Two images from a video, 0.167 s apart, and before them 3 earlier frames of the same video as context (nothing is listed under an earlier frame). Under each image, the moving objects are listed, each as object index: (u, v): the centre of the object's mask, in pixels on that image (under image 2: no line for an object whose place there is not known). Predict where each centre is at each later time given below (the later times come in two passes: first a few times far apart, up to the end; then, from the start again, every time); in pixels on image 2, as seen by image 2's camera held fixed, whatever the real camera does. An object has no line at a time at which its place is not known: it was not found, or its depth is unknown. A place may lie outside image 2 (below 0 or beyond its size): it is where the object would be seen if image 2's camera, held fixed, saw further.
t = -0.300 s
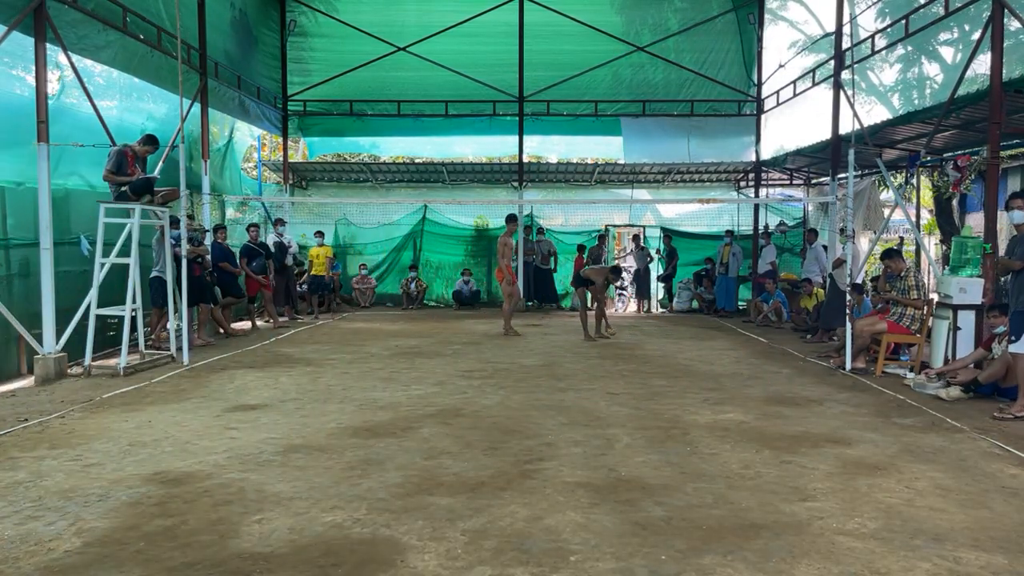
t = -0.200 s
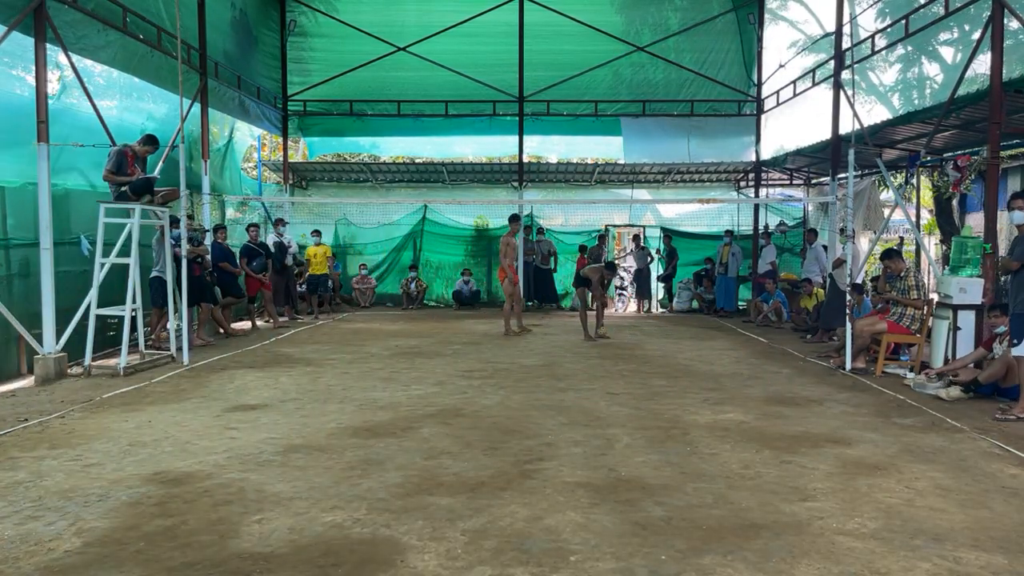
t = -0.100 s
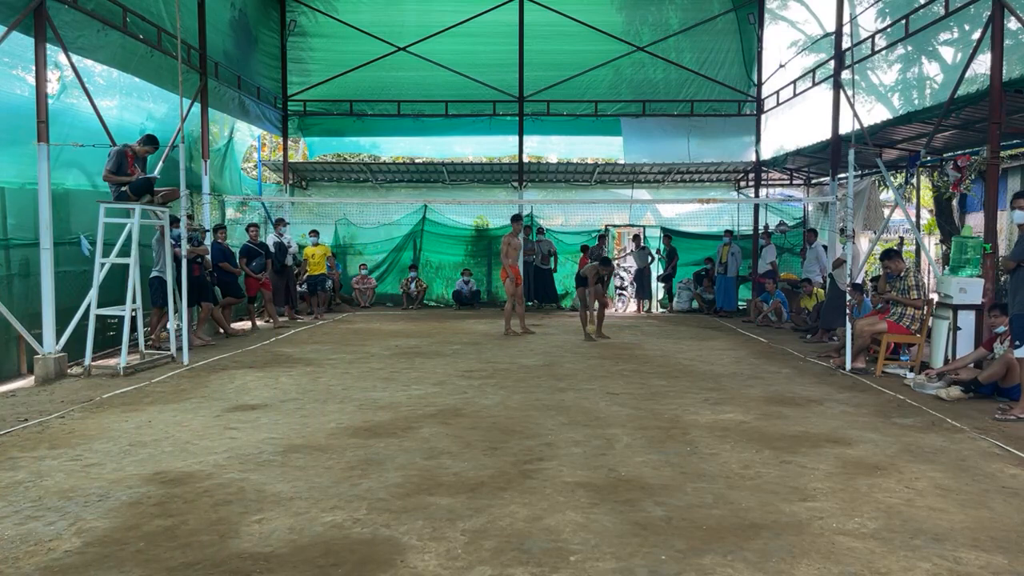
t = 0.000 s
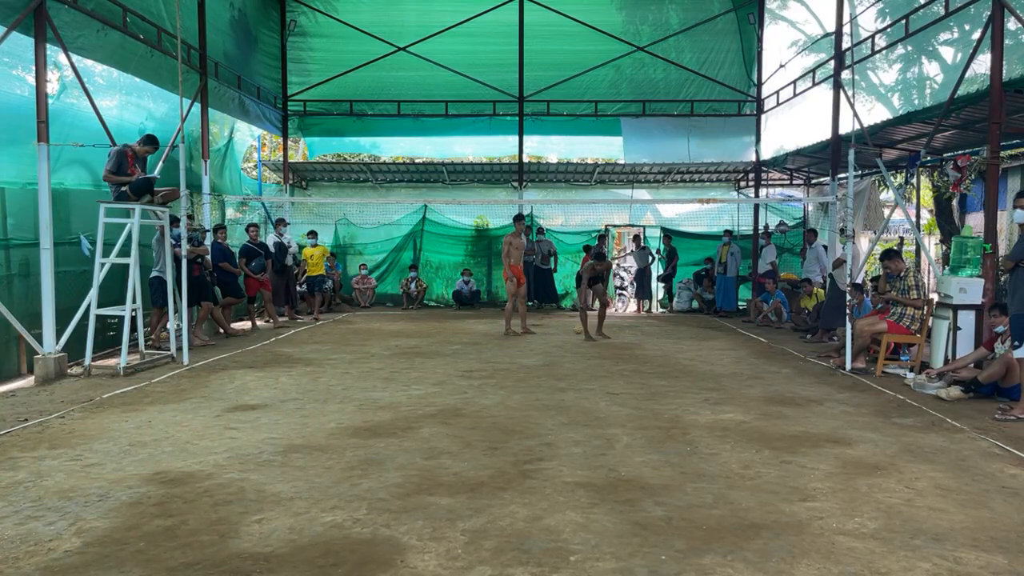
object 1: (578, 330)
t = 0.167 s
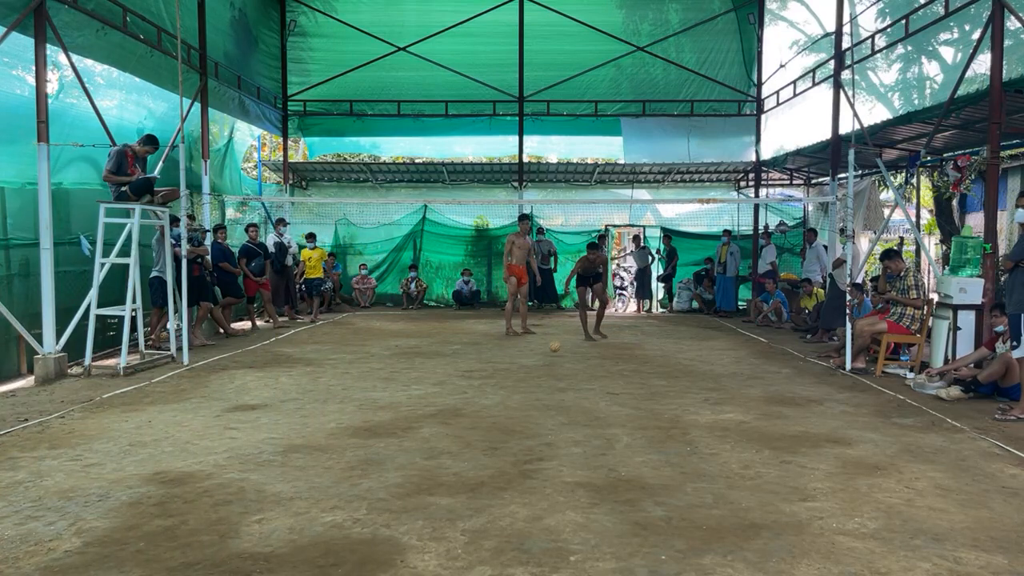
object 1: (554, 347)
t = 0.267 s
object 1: (540, 353)
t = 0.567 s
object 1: (501, 366)
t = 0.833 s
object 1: (459, 380)
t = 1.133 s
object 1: (404, 408)
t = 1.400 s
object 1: (340, 431)
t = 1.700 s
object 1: (246, 463)
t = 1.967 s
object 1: (142, 498)
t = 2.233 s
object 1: (9, 548)
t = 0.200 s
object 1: (549, 353)
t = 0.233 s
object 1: (544, 354)
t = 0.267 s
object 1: (540, 353)
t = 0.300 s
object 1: (536, 353)
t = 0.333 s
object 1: (532, 353)
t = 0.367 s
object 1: (528, 355)
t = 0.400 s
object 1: (524, 357)
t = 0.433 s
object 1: (519, 361)
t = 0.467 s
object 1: (515, 366)
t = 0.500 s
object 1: (511, 368)
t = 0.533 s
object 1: (506, 366)
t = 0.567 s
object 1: (501, 366)
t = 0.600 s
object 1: (496, 367)
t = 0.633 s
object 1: (491, 369)
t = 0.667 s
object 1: (485, 372)
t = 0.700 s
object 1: (480, 376)
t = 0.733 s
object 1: (474, 382)
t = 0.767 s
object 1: (469, 381)
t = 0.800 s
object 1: (464, 380)
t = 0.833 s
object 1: (459, 380)
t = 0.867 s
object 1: (454, 381)
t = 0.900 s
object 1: (448, 384)
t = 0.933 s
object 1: (442, 387)
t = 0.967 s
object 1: (436, 393)
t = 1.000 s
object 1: (430, 399)
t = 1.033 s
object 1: (423, 399)
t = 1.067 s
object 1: (417, 400)
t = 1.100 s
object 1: (411, 403)
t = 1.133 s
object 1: (404, 408)
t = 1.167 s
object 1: (397, 410)
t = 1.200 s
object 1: (389, 412)
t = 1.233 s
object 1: (381, 415)
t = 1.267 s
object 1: (374, 417)
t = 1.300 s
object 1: (366, 420)
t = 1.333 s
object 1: (357, 424)
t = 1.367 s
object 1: (349, 428)
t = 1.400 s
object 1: (340, 431)
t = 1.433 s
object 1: (330, 434)
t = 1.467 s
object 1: (321, 436)
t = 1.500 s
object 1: (311, 440)
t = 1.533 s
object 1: (300, 443)
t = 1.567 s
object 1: (290, 446)
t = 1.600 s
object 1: (280, 450)
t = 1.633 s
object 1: (269, 454)
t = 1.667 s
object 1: (257, 459)
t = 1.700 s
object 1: (246, 463)
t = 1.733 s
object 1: (235, 465)
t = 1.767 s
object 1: (223, 468)
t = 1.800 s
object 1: (211, 473)
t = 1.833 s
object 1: (198, 476)
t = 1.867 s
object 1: (185, 480)
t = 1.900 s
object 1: (172, 487)
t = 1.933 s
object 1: (157, 491)
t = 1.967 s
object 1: (142, 498)
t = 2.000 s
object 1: (126, 503)
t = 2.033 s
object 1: (111, 509)
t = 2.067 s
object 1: (94, 516)
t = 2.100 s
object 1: (78, 523)
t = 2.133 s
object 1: (60, 529)
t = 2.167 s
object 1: (41, 535)
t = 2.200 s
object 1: (21, 545)
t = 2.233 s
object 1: (9, 548)
